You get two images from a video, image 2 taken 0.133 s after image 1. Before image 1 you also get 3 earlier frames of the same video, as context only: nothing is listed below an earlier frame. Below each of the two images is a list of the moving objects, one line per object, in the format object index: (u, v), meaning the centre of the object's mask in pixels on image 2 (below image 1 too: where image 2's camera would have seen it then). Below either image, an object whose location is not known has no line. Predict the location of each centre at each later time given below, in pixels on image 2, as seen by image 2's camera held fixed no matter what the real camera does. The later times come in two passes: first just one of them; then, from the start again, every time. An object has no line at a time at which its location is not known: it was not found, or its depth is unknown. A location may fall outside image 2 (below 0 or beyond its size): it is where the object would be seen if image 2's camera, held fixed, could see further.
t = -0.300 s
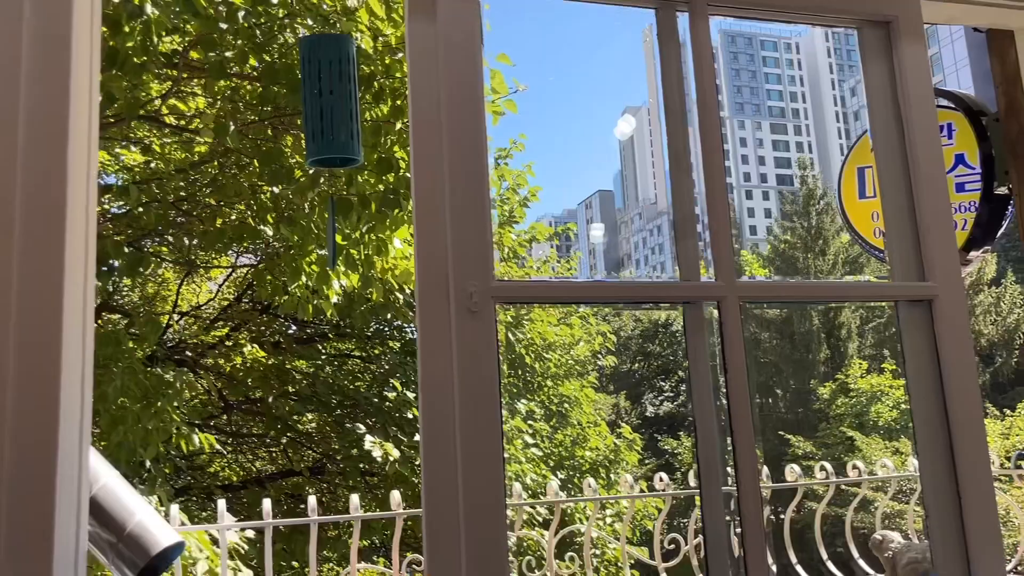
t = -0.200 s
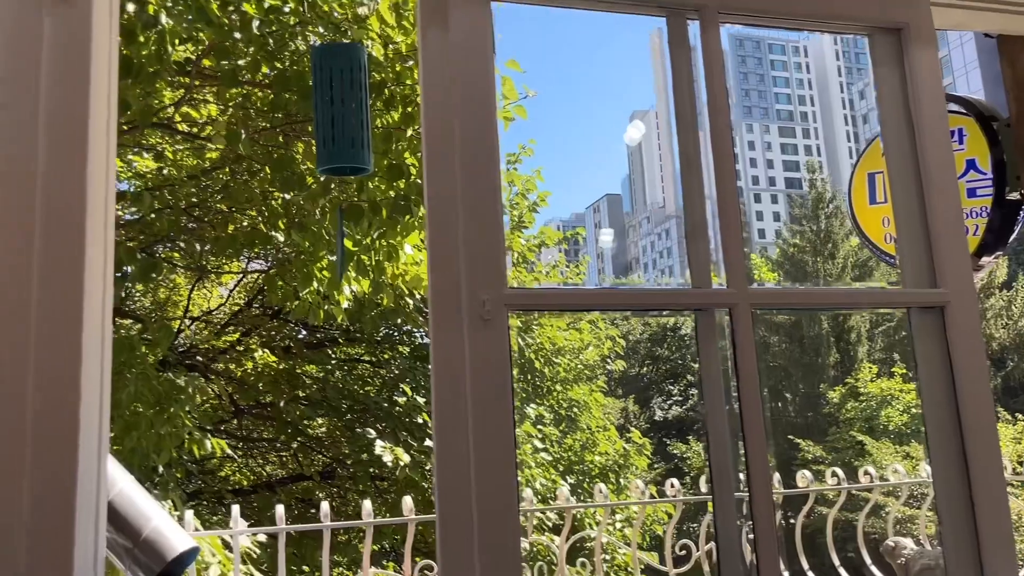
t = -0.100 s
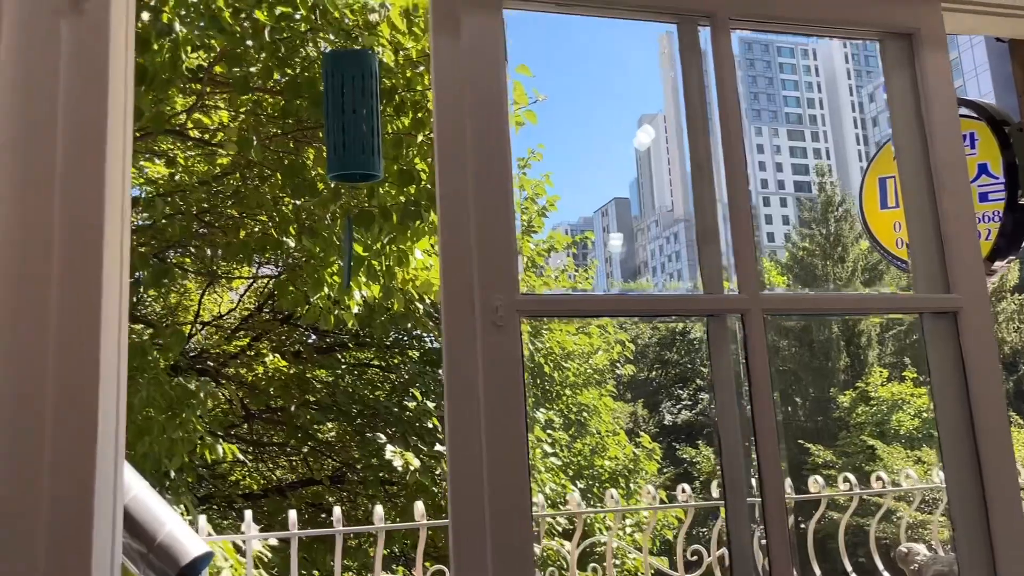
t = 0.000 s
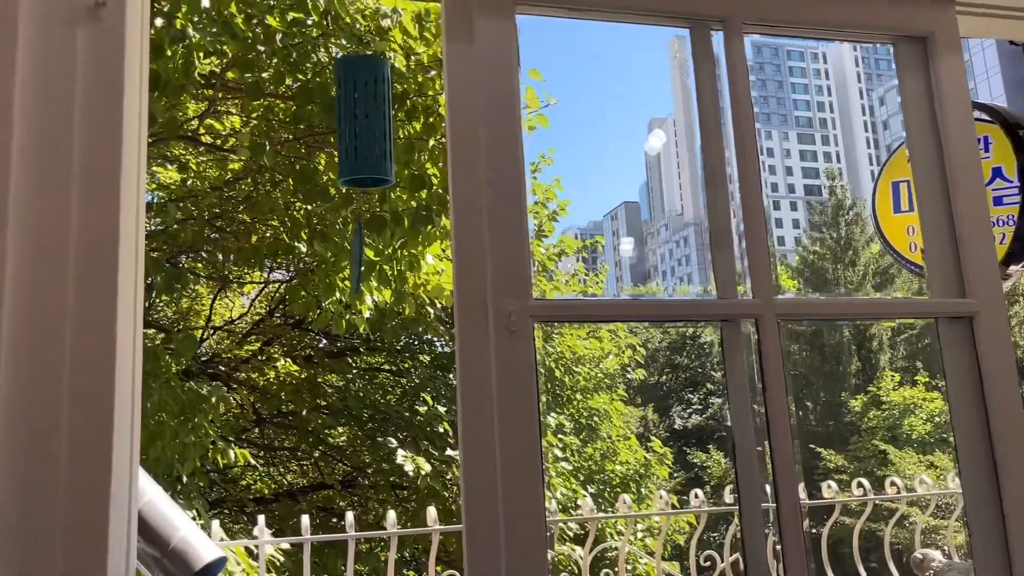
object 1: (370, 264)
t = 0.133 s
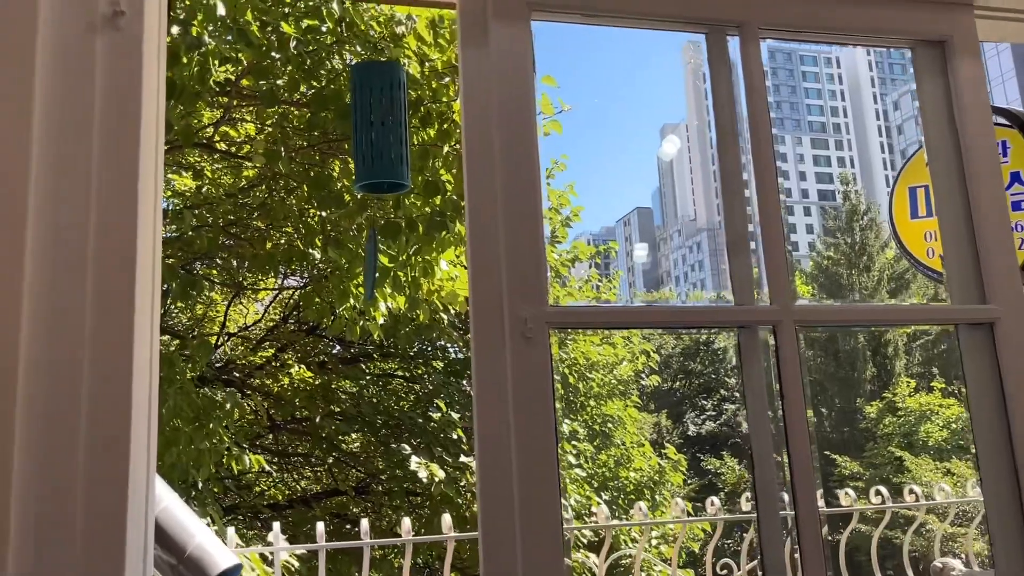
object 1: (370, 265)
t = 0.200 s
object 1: (372, 266)
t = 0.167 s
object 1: (371, 264)
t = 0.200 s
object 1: (372, 266)
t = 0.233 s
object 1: (372, 266)
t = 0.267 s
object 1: (373, 264)
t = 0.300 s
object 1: (374, 265)
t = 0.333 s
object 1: (376, 265)
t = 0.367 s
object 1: (378, 263)
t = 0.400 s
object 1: (379, 261)
